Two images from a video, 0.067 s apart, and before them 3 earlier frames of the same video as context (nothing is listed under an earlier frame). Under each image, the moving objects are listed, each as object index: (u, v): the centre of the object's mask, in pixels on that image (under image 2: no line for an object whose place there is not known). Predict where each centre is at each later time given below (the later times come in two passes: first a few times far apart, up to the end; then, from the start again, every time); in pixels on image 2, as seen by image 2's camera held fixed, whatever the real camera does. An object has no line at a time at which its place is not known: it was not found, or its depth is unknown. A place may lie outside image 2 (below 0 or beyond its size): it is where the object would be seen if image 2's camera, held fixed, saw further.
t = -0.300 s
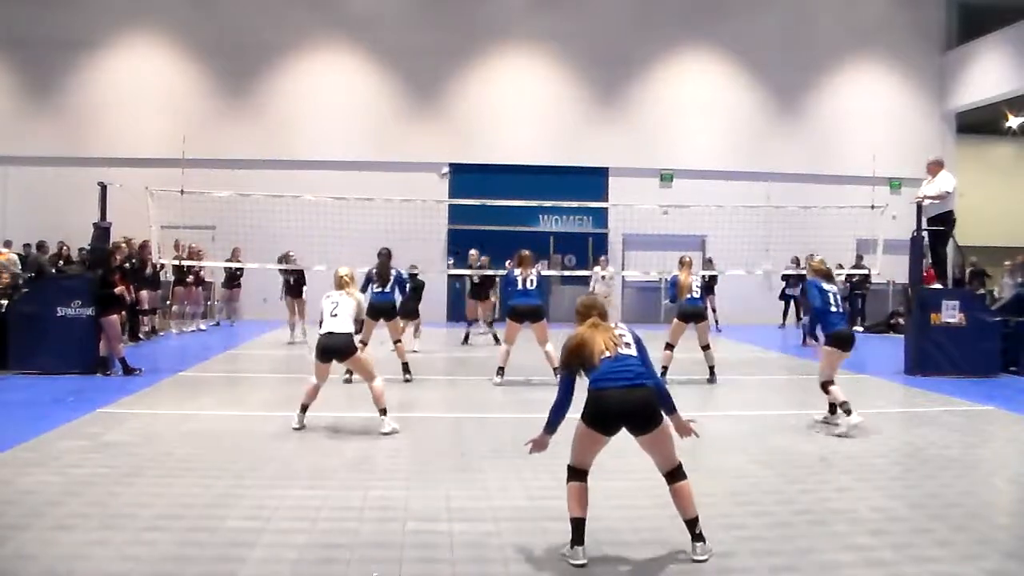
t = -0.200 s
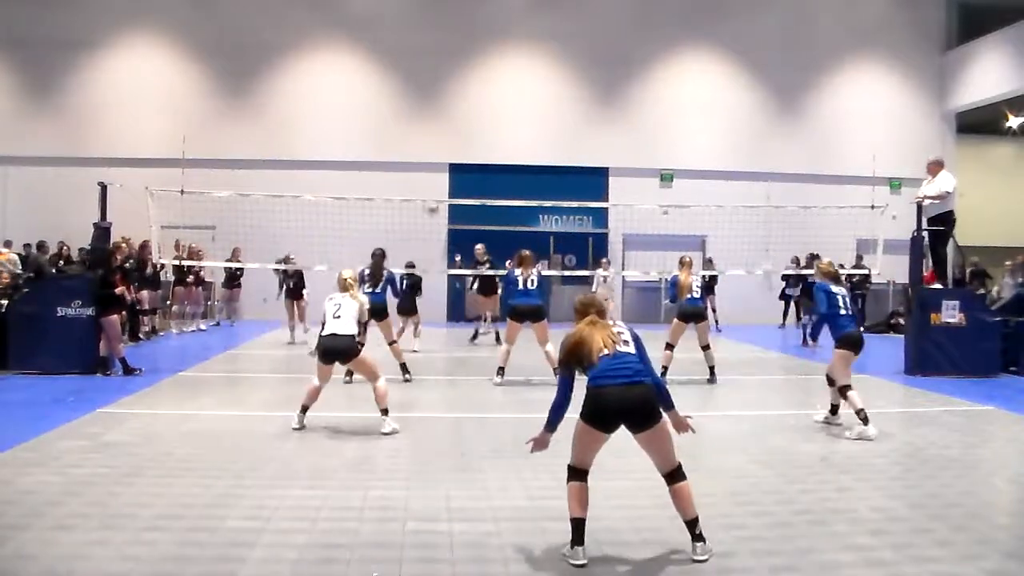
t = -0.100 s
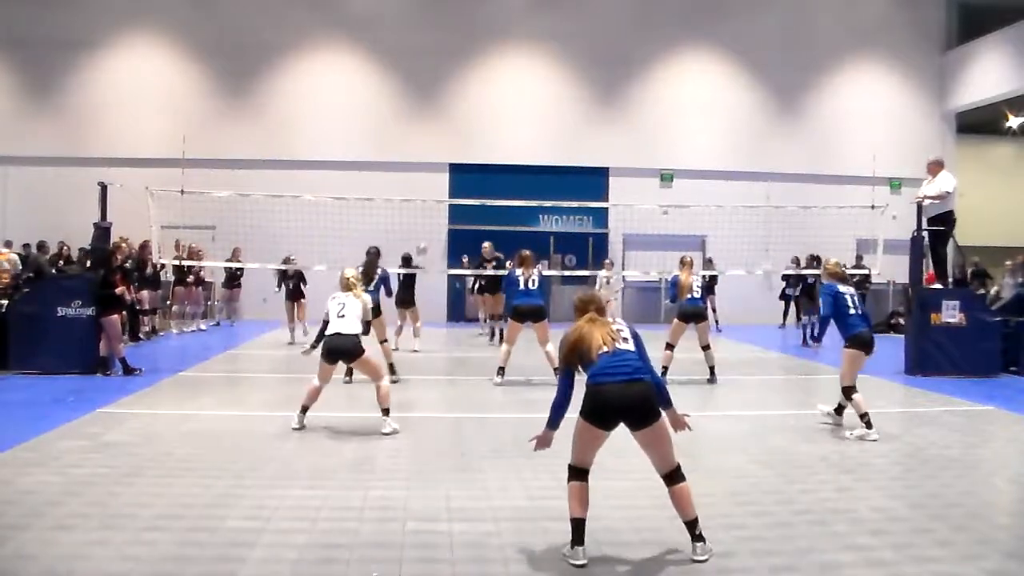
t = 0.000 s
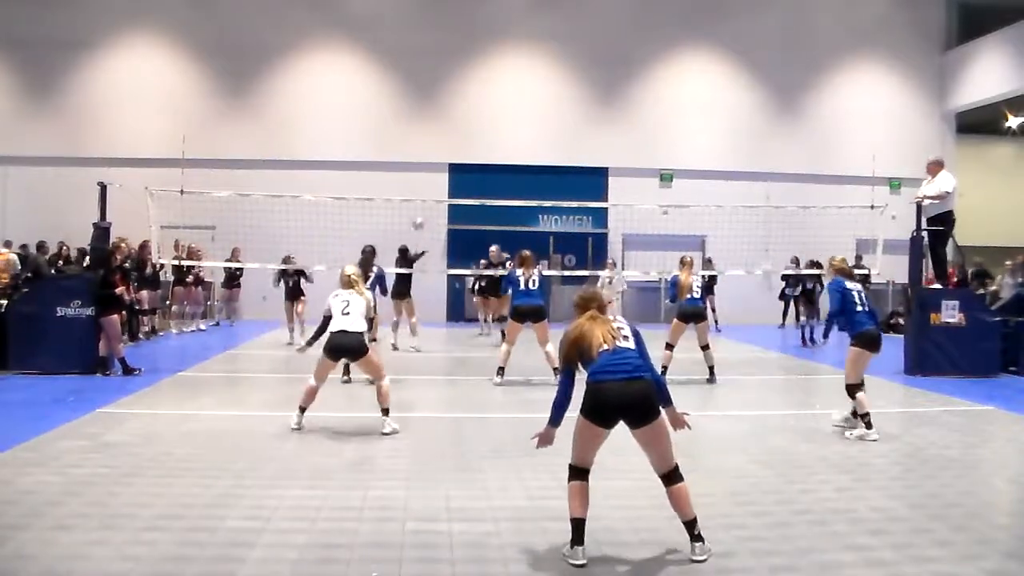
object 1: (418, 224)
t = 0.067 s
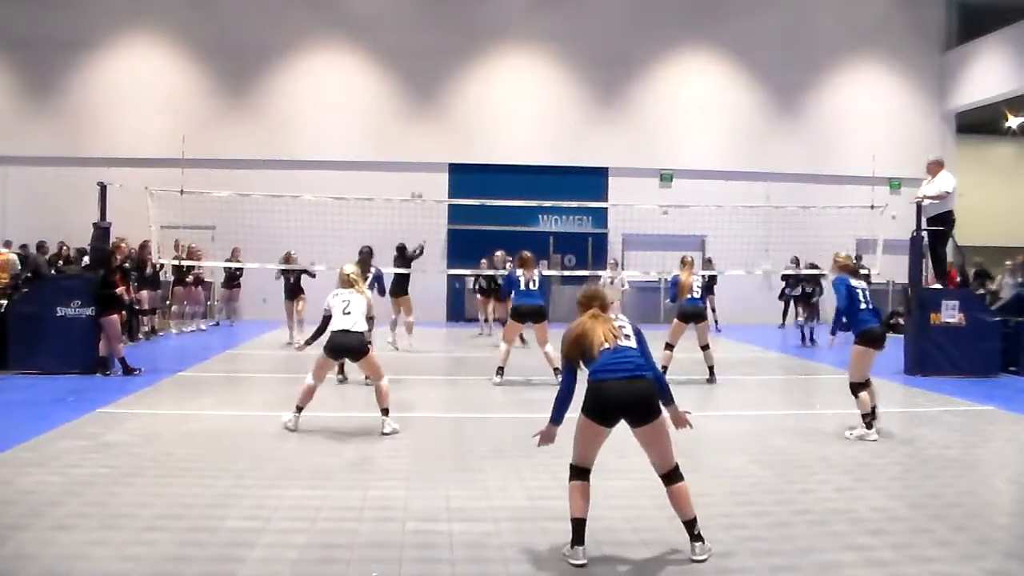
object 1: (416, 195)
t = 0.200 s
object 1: (416, 148)
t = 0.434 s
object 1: (410, 87)
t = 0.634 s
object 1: (407, 63)
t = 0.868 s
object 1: (401, 66)
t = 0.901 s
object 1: (399, 68)
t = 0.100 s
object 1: (416, 183)
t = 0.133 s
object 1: (416, 169)
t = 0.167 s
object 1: (416, 159)
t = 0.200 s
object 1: (416, 148)
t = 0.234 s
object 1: (416, 138)
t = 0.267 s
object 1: (415, 127)
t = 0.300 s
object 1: (414, 117)
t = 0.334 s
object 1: (414, 110)
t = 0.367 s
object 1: (413, 101)
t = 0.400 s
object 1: (412, 94)
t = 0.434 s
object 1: (410, 87)
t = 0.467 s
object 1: (409, 81)
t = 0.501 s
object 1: (409, 77)
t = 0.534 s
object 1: (409, 74)
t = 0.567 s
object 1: (409, 69)
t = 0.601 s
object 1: (408, 64)
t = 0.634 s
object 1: (407, 63)
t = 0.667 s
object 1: (406, 62)
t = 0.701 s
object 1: (406, 61)
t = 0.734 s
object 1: (404, 60)
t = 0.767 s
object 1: (403, 61)
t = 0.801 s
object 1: (403, 62)
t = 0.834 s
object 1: (402, 63)
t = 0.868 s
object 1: (401, 66)
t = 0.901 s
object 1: (399, 68)
